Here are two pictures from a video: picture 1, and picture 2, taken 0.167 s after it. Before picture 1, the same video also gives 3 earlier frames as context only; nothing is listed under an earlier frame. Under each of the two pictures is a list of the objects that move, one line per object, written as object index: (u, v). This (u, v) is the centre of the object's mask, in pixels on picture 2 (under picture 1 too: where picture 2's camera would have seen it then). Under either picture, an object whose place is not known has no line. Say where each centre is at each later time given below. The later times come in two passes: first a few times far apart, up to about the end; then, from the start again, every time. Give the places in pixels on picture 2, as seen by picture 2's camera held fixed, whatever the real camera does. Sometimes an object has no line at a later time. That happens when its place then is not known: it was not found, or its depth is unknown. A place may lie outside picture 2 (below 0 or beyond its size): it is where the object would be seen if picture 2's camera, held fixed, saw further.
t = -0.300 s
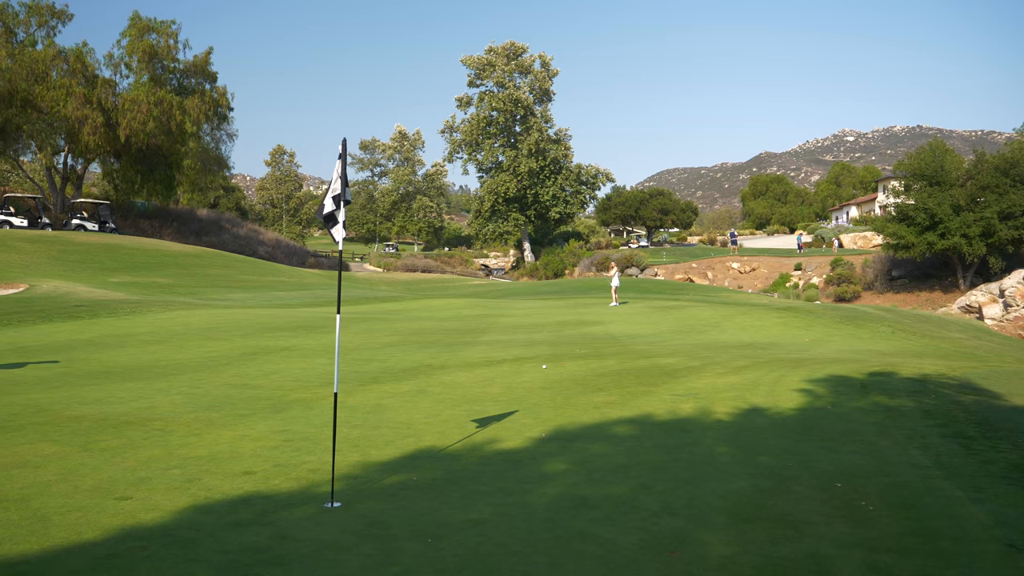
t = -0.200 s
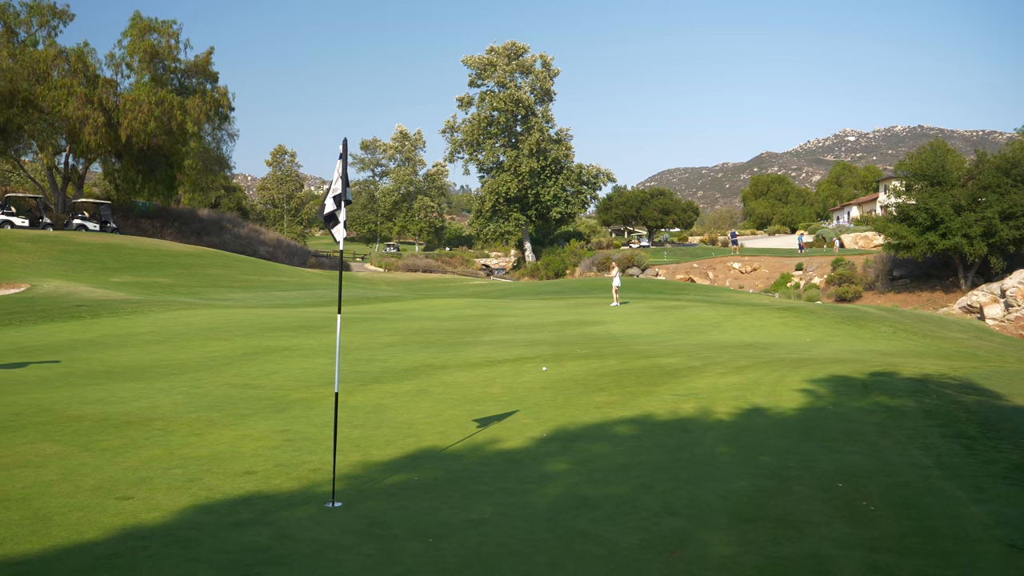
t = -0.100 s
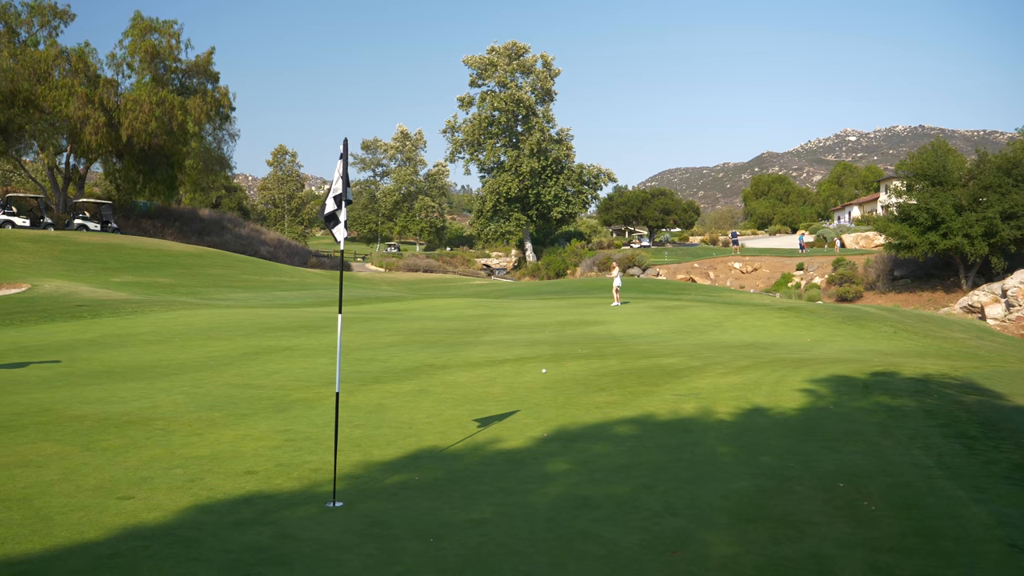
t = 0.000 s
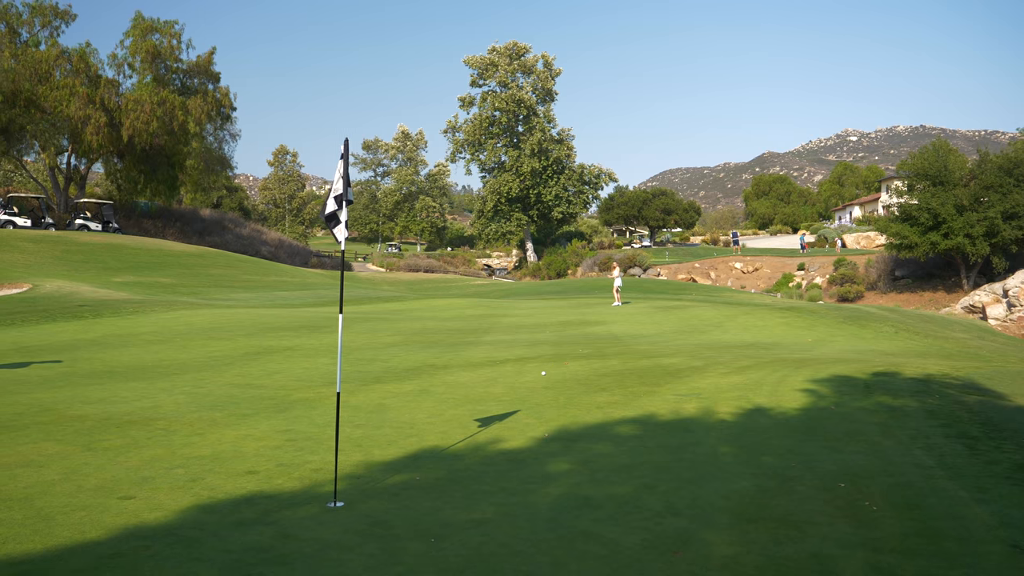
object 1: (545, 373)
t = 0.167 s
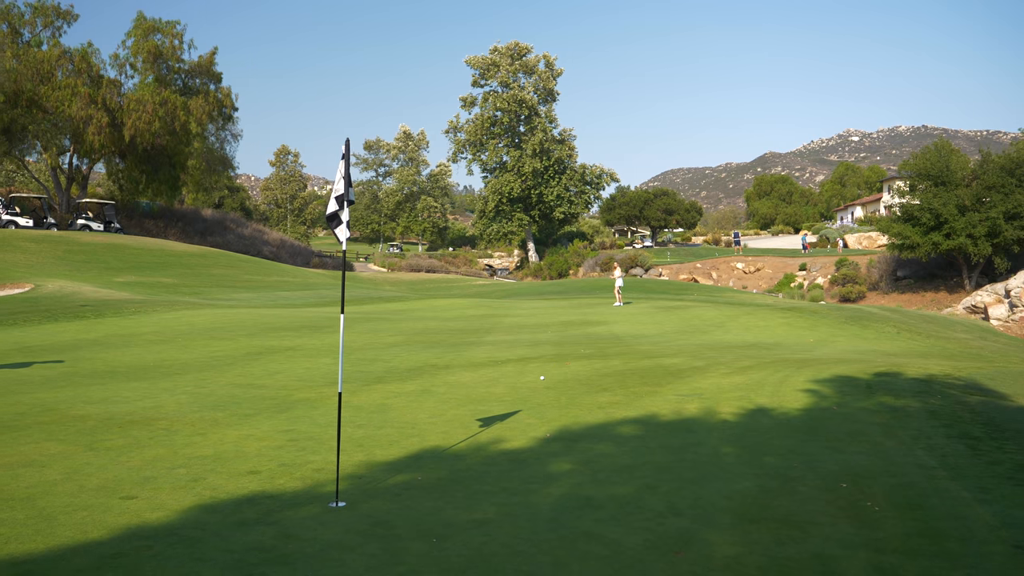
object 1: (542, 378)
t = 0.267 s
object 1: (540, 381)
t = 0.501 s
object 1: (534, 388)
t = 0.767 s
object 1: (527, 397)
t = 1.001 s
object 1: (520, 406)
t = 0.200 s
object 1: (541, 378)
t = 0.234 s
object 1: (541, 380)
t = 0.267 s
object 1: (540, 381)
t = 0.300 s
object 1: (539, 382)
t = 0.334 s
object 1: (538, 383)
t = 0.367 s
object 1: (538, 384)
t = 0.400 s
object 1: (537, 385)
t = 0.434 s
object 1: (536, 386)
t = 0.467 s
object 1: (535, 387)
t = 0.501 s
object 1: (534, 388)
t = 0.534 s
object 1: (534, 389)
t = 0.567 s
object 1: (533, 390)
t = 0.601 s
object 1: (532, 391)
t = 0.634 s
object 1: (531, 392)
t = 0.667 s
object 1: (530, 393)
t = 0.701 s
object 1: (529, 394)
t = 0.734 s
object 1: (528, 396)
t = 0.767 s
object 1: (527, 397)
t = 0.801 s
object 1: (526, 398)
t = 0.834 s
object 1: (525, 399)
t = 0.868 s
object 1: (524, 401)
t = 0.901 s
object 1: (523, 402)
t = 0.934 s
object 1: (522, 403)
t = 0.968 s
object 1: (521, 405)
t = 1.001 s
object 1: (520, 406)
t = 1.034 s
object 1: (519, 407)
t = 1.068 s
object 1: (518, 408)
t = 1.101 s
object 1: (516, 410)
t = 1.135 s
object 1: (515, 412)
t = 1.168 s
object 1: (514, 413)
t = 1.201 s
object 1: (513, 415)
